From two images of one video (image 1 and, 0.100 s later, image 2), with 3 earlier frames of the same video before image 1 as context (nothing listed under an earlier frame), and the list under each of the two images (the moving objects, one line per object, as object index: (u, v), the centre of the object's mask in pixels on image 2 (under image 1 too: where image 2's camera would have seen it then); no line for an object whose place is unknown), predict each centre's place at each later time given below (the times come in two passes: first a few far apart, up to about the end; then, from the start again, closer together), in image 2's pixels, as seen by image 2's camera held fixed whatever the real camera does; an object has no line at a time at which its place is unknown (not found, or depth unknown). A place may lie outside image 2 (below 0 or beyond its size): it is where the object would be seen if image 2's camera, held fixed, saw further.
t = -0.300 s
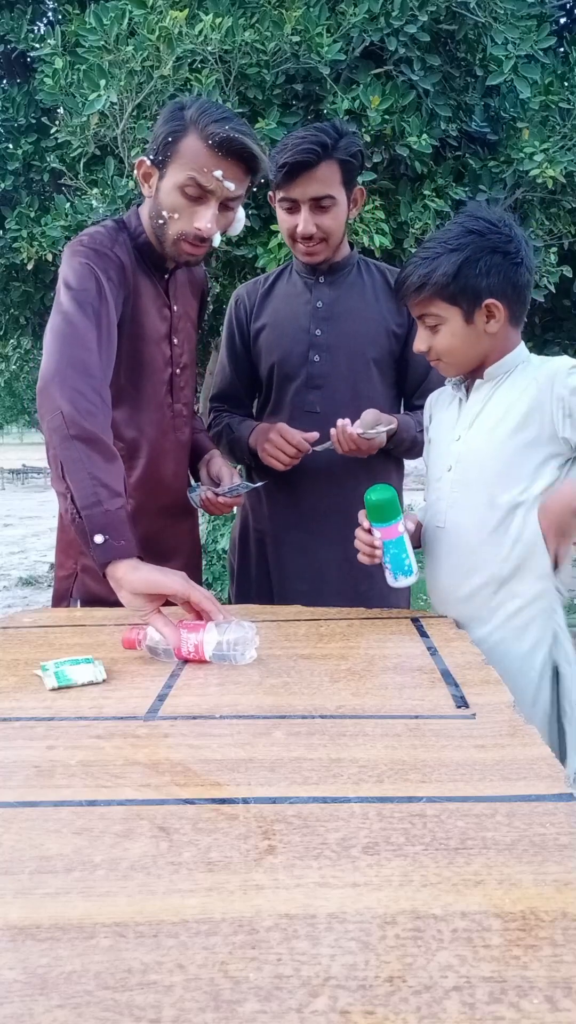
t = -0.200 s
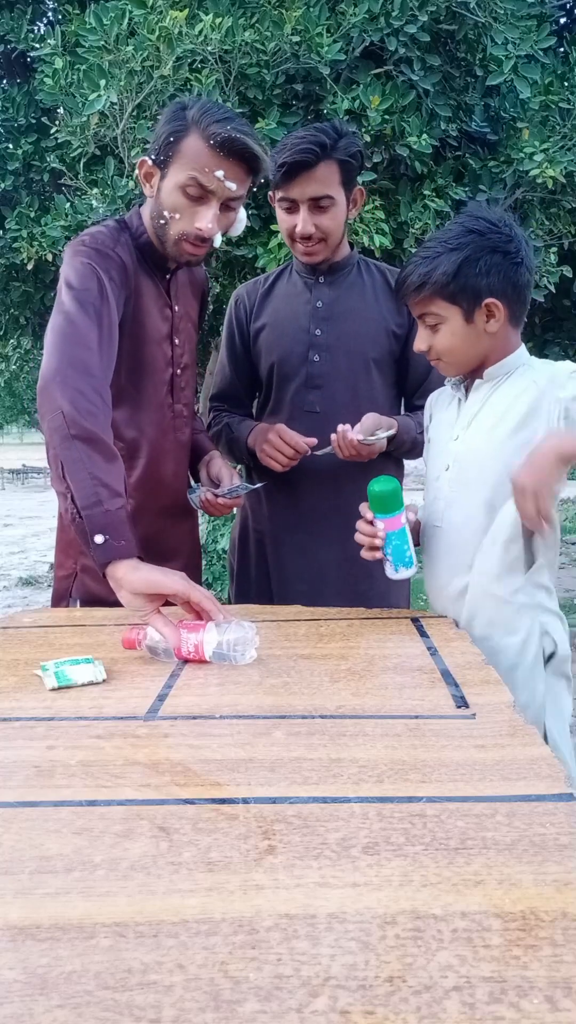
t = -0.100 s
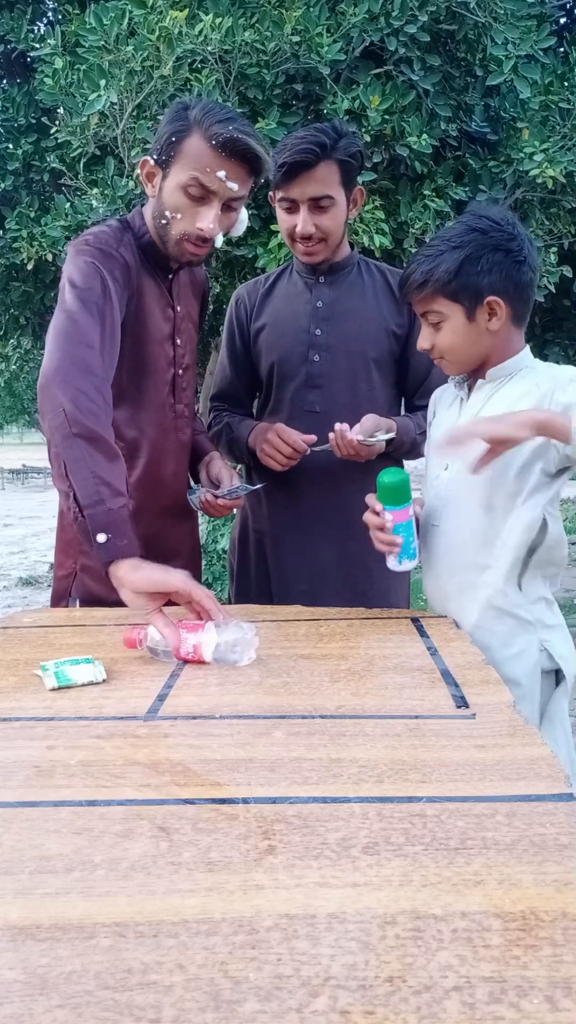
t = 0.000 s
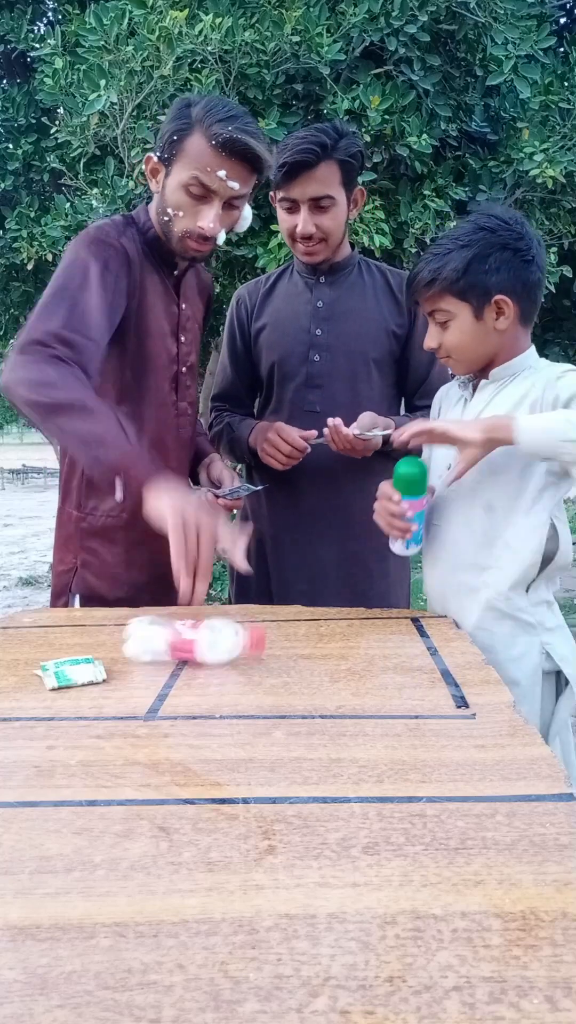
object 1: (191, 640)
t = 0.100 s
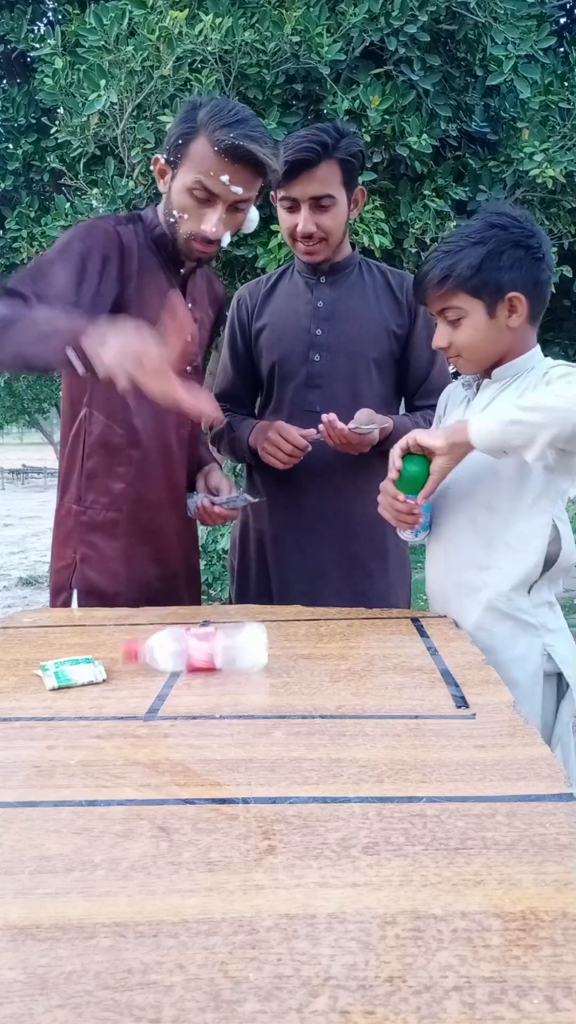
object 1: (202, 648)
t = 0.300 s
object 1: (202, 657)
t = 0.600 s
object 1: (191, 661)
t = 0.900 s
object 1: (198, 658)
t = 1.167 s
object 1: (201, 658)
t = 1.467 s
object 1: (200, 658)
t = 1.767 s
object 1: (201, 658)
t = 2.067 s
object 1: (201, 658)
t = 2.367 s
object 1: (200, 658)
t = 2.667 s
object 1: (201, 658)
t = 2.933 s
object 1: (200, 658)
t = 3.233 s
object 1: (201, 658)
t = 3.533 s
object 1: (201, 658)
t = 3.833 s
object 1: (200, 658)
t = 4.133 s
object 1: (201, 658)
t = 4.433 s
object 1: (200, 658)
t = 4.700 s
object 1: (200, 658)
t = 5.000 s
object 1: (200, 658)
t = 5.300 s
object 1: (200, 658)
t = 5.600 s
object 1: (200, 658)
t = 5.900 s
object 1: (200, 658)
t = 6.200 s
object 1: (201, 657)
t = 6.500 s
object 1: (200, 658)
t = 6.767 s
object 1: (200, 658)
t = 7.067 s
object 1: (200, 658)
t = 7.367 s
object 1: (200, 657)
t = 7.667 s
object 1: (200, 657)
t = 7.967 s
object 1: (201, 658)
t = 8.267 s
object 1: (200, 658)
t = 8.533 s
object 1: (200, 658)
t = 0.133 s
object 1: (212, 652)
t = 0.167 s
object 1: (201, 657)
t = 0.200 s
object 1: (197, 654)
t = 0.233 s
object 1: (202, 654)
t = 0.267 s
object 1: (206, 655)
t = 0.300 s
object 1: (202, 657)
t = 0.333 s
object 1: (199, 657)
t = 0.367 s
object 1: (193, 658)
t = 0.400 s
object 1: (196, 656)
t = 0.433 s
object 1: (199, 657)
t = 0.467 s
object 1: (204, 658)
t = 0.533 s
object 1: (205, 661)
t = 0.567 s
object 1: (196, 663)
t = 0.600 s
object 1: (191, 661)
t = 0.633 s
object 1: (192, 659)
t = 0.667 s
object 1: (194, 658)
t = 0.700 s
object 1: (195, 658)
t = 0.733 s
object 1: (196, 658)
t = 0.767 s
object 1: (196, 658)
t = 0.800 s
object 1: (196, 659)
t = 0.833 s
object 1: (197, 659)
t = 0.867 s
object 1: (198, 659)
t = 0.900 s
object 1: (198, 658)
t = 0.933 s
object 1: (199, 658)
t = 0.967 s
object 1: (199, 658)
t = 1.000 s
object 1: (199, 658)
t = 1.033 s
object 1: (200, 658)
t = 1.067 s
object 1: (200, 658)
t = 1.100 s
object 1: (200, 658)
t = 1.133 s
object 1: (201, 658)
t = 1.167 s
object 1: (201, 658)
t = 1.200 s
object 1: (201, 658)
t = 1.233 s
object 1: (201, 658)
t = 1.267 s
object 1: (201, 658)
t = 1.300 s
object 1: (201, 658)
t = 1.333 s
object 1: (201, 658)
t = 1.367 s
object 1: (201, 658)
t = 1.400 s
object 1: (201, 658)
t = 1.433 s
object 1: (200, 658)
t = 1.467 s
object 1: (200, 658)
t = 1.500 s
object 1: (200, 658)
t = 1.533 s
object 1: (200, 658)
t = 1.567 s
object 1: (200, 658)
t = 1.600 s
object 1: (200, 658)
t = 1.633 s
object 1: (200, 658)
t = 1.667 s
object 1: (200, 658)
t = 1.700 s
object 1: (200, 658)
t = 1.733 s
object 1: (201, 658)
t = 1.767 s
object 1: (201, 658)
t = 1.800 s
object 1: (201, 658)
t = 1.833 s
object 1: (201, 658)
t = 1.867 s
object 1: (201, 658)
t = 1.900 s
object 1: (201, 658)
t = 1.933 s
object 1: (201, 658)
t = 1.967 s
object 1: (201, 658)
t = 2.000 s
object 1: (201, 658)
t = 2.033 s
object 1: (201, 658)
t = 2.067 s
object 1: (201, 658)
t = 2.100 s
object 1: (200, 658)
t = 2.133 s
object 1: (200, 658)
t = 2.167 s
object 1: (200, 658)
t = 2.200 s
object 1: (200, 658)
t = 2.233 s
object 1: (200, 658)
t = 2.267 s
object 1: (200, 658)
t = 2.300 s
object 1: (200, 658)
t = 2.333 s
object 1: (200, 658)
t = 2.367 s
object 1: (200, 658)
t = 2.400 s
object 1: (200, 658)
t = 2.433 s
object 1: (201, 658)
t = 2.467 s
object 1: (201, 658)
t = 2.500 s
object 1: (201, 658)
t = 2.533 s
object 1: (201, 658)
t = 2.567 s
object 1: (201, 658)
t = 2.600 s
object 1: (201, 658)
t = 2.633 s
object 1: (201, 658)
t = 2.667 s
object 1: (201, 658)
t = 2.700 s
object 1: (201, 658)
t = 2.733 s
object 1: (201, 658)
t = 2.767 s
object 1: (200, 658)
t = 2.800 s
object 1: (200, 658)
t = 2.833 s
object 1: (200, 658)
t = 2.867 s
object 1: (200, 658)
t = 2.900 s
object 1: (200, 658)
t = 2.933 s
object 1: (200, 658)
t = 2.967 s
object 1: (200, 658)
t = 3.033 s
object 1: (200, 658)
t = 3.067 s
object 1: (200, 658)
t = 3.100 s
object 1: (200, 658)
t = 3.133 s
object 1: (200, 658)
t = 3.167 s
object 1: (200, 658)
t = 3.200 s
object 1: (200, 658)
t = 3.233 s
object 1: (201, 658)
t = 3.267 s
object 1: (201, 658)
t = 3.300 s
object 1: (201, 658)
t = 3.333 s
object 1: (201, 658)
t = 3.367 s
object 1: (201, 658)
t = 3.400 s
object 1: (201, 658)
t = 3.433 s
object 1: (201, 658)
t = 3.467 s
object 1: (201, 658)
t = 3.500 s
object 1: (201, 658)
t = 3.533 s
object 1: (201, 658)
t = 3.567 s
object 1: (201, 658)
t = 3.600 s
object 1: (200, 658)
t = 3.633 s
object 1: (200, 658)
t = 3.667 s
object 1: (200, 658)
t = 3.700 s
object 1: (200, 658)
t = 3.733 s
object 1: (200, 658)
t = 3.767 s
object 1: (200, 658)
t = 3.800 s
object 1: (200, 658)
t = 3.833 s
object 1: (200, 658)
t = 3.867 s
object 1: (200, 658)
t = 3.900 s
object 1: (200, 658)
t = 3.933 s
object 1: (200, 658)
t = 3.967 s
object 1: (200, 658)
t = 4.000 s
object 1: (201, 658)
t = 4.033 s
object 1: (201, 658)
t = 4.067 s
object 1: (201, 658)
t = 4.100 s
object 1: (201, 658)
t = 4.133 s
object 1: (201, 658)
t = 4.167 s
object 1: (201, 658)
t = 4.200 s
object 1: (201, 658)
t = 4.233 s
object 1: (200, 658)
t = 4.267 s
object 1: (200, 658)
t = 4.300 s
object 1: (200, 658)
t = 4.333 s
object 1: (200, 658)
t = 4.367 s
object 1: (200, 658)
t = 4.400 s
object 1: (200, 658)
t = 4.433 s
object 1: (200, 658)
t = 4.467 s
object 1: (200, 658)
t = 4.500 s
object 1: (200, 658)
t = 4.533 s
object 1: (200, 658)
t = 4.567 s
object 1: (200, 658)
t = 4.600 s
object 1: (200, 658)
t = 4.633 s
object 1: (200, 658)
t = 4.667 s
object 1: (200, 658)
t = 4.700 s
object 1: (200, 658)
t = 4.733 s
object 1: (200, 658)
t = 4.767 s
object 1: (200, 658)
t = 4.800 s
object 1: (200, 658)
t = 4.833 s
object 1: (200, 658)
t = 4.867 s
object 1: (200, 658)
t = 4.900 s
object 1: (200, 658)
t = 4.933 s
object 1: (200, 658)
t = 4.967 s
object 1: (200, 658)
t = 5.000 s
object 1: (200, 658)
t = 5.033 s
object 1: (200, 658)
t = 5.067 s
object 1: (200, 658)
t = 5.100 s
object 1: (200, 658)
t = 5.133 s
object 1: (200, 658)
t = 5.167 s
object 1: (200, 658)
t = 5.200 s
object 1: (200, 658)
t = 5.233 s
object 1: (200, 658)
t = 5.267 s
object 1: (200, 658)
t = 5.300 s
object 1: (200, 658)
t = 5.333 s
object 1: (200, 658)
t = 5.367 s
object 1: (200, 658)
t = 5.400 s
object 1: (200, 658)
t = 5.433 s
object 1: (200, 658)
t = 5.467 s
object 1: (200, 658)
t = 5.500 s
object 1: (200, 658)
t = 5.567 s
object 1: (200, 658)
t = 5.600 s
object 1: (200, 658)
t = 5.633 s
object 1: (200, 658)
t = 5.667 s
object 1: (200, 658)
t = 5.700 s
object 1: (200, 658)
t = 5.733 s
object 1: (200, 658)
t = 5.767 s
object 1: (200, 658)
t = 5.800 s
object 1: (200, 658)
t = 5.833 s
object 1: (200, 658)
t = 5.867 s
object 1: (200, 658)
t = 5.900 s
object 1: (200, 658)
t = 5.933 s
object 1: (200, 658)
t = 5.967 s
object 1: (200, 658)
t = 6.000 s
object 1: (200, 658)
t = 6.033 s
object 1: (200, 658)
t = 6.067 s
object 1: (200, 658)
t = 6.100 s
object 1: (200, 658)
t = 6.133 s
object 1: (200, 658)
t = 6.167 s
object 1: (200, 658)
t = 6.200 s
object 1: (201, 657)
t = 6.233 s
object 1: (201, 657)
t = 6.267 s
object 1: (201, 657)
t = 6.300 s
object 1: (201, 658)
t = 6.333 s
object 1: (200, 658)
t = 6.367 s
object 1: (200, 658)
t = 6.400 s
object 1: (200, 658)
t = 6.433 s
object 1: (200, 658)
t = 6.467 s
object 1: (200, 658)
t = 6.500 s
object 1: (200, 658)
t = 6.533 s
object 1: (200, 658)
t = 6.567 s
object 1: (200, 658)
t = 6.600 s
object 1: (200, 658)
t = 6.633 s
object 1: (200, 658)
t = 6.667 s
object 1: (200, 658)
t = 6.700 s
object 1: (200, 658)
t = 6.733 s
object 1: (200, 658)
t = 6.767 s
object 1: (200, 658)
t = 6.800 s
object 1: (200, 658)
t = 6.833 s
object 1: (201, 657)
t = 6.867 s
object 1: (201, 657)
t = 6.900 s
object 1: (200, 657)
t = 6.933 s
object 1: (200, 657)
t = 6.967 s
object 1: (200, 657)
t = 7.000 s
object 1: (200, 658)
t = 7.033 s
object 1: (200, 658)
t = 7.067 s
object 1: (200, 658)
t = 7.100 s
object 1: (200, 658)
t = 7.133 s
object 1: (200, 658)
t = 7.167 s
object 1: (200, 658)
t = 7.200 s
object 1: (200, 658)
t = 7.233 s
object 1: (200, 658)
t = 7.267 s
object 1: (200, 658)
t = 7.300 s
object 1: (200, 658)
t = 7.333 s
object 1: (200, 658)
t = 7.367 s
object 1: (200, 657)
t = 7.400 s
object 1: (201, 657)
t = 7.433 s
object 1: (200, 657)
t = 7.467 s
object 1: (200, 657)
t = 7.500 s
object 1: (200, 658)
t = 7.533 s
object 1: (200, 657)
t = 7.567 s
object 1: (200, 657)
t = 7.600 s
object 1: (200, 657)
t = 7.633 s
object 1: (200, 657)
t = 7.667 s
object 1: (200, 657)
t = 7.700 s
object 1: (200, 657)
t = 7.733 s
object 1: (201, 658)
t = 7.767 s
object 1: (201, 658)
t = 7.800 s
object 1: (201, 658)
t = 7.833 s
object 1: (201, 658)
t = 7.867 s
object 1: (201, 658)
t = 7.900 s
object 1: (201, 658)
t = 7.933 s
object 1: (201, 658)
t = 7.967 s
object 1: (201, 658)
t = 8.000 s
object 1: (201, 658)
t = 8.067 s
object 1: (201, 658)
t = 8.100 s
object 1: (201, 658)
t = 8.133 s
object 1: (201, 658)
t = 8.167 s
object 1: (201, 658)
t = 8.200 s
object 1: (201, 657)
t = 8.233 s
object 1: (201, 658)
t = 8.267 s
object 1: (200, 658)
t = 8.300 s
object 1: (200, 658)
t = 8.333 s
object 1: (200, 658)
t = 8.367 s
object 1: (201, 658)
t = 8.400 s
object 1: (200, 658)
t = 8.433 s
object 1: (200, 658)
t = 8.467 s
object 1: (200, 658)
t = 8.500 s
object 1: (200, 658)
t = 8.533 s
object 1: (200, 658)
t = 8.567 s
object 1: (200, 658)
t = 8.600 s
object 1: (201, 657)
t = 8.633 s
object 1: (200, 658)
